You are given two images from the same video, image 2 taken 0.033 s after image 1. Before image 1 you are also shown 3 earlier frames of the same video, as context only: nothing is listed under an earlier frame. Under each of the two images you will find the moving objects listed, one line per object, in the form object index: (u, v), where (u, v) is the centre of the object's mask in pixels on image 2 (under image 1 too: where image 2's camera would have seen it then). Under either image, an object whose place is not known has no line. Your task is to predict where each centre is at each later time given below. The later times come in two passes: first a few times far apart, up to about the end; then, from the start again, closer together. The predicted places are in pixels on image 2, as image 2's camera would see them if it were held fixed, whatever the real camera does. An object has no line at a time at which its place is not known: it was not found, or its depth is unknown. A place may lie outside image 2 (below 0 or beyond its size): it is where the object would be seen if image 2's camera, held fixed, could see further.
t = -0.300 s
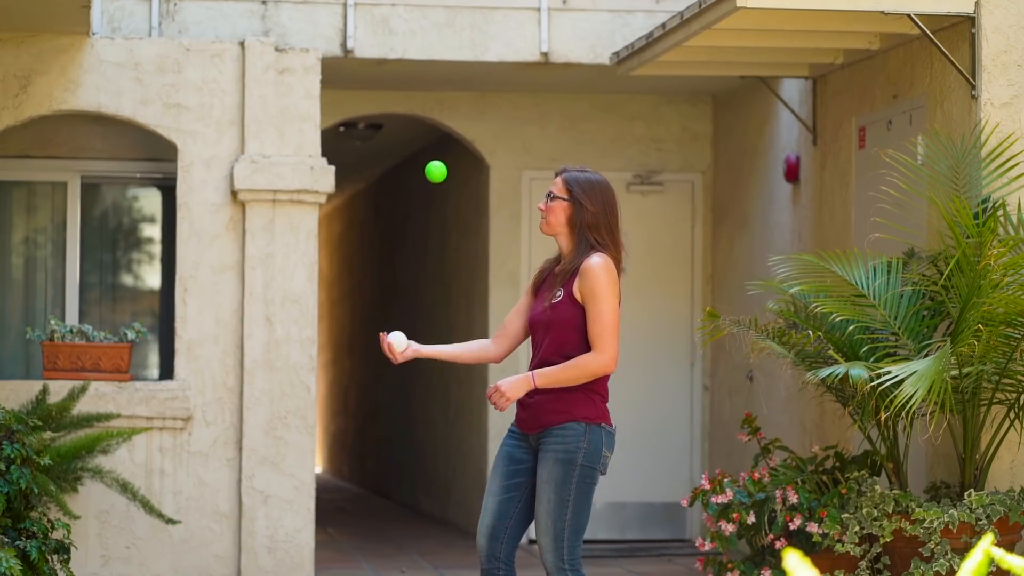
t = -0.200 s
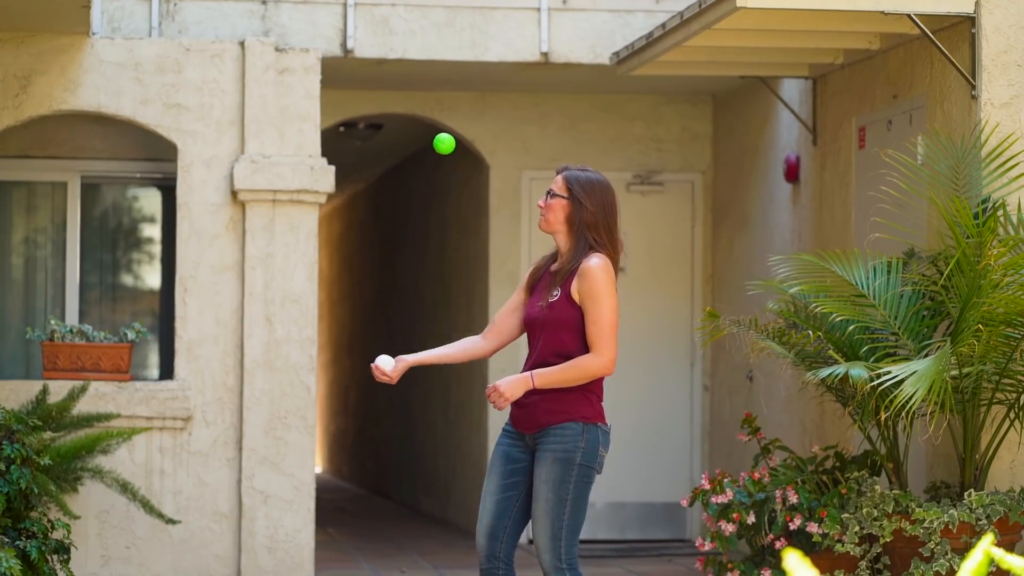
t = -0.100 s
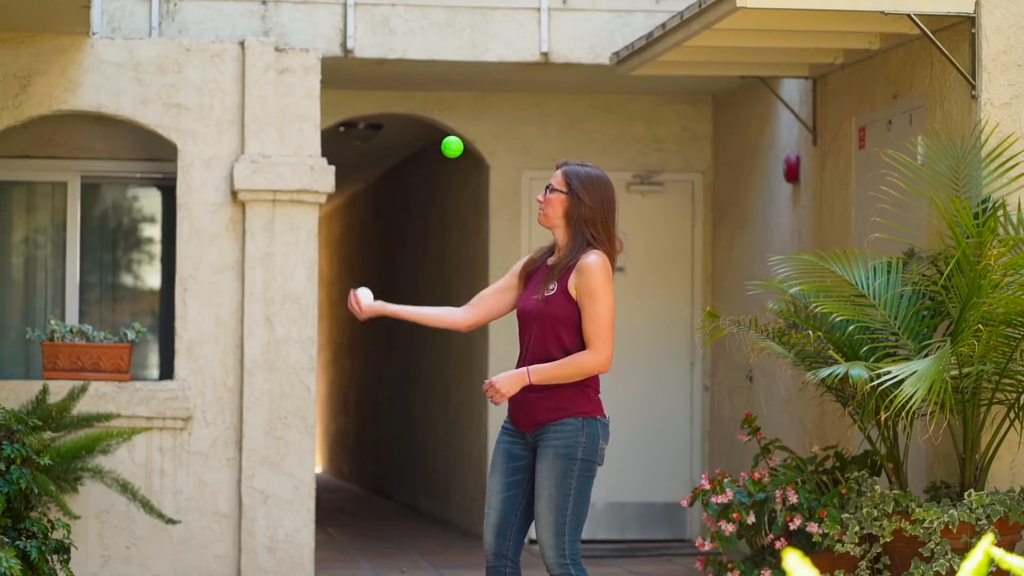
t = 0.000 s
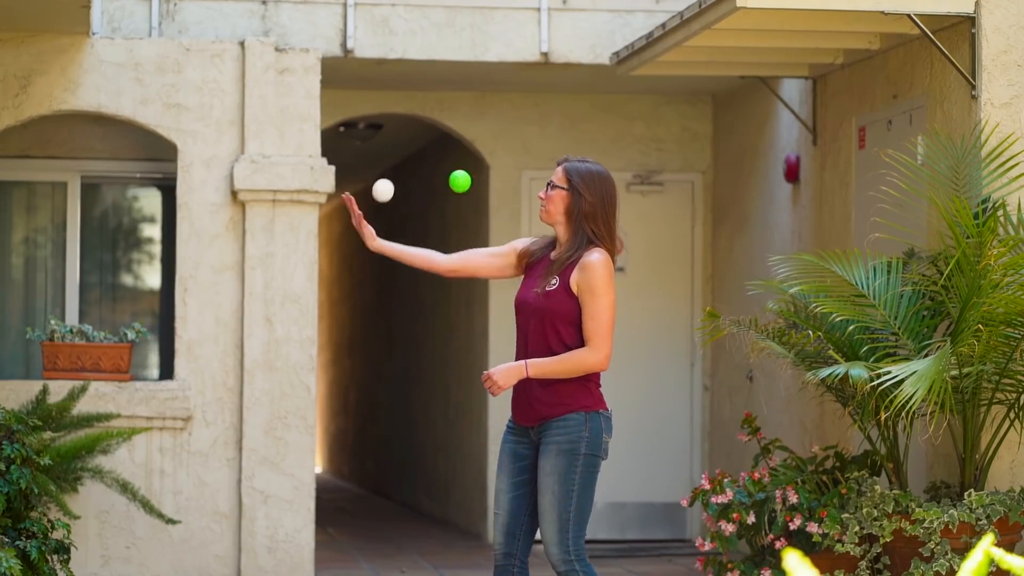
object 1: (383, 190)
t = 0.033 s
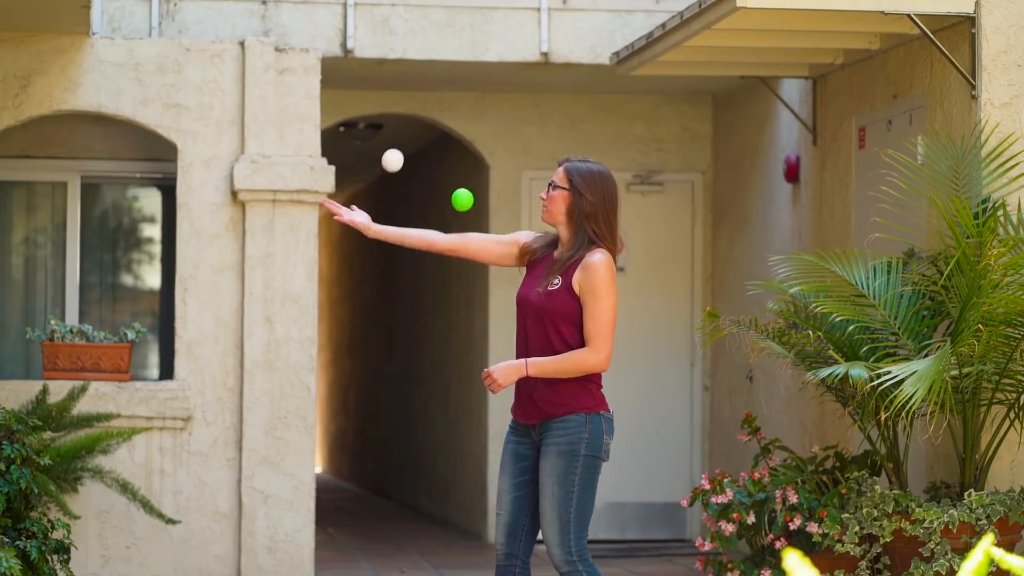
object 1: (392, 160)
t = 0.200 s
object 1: (440, 61)
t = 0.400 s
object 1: (495, 56)
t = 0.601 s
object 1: (550, 176)
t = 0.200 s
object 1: (440, 61)
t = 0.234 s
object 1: (449, 52)
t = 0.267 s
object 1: (458, 45)
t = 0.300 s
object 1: (468, 43)
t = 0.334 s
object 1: (477, 44)
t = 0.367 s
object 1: (486, 48)
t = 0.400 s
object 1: (495, 56)
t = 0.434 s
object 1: (504, 67)
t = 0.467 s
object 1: (514, 82)
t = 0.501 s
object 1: (522, 100)
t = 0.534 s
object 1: (532, 122)
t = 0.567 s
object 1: (541, 147)
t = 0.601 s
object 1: (550, 176)
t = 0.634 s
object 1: (559, 208)
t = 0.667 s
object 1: (568, 244)
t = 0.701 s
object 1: (577, 283)
